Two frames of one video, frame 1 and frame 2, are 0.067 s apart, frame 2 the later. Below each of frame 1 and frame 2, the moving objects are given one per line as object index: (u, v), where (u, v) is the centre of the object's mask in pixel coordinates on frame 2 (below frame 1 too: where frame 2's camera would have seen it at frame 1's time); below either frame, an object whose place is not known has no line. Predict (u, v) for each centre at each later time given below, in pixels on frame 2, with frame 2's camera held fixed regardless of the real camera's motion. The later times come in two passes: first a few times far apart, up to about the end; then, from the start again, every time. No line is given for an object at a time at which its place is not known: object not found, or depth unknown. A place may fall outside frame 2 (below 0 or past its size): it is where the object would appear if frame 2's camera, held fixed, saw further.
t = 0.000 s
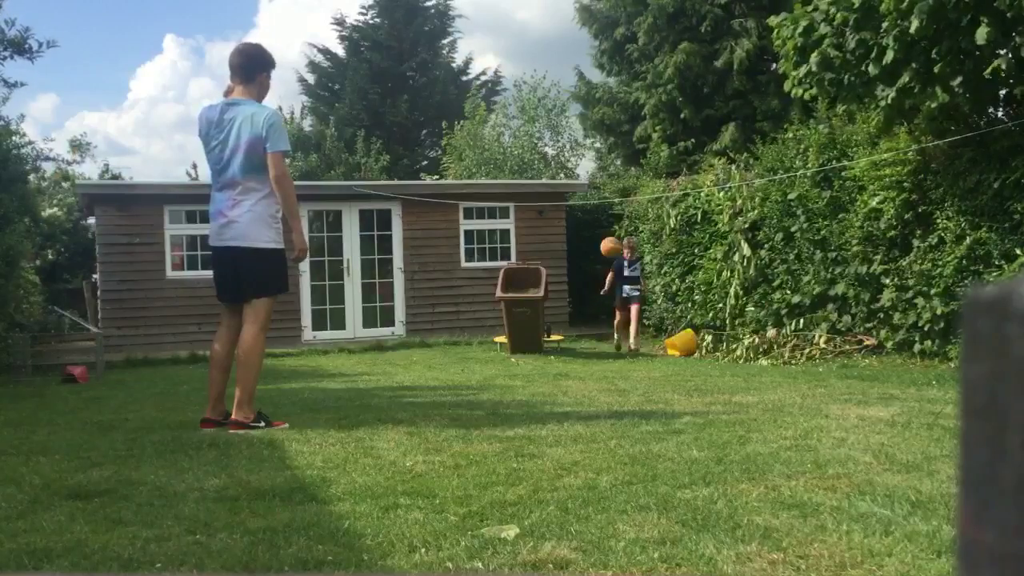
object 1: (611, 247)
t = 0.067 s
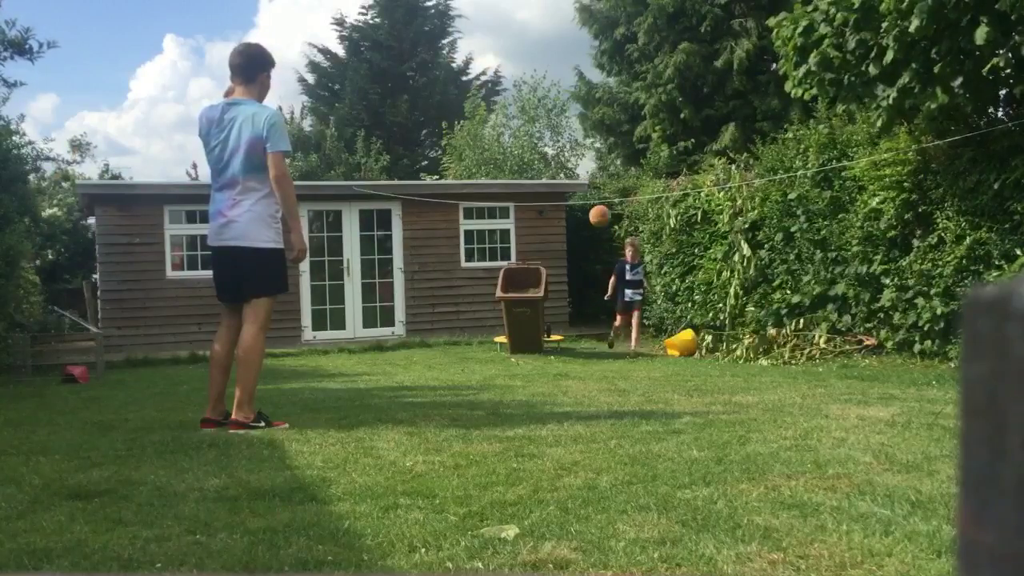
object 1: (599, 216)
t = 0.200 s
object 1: (576, 161)
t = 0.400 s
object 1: (534, 98)
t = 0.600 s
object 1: (482, 67)
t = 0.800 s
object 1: (415, 82)
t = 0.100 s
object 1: (592, 201)
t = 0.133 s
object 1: (588, 187)
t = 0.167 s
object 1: (582, 174)
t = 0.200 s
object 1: (576, 161)
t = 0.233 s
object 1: (569, 149)
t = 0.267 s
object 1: (563, 138)
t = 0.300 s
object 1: (556, 127)
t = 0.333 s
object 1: (549, 116)
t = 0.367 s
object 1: (541, 107)
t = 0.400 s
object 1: (534, 98)
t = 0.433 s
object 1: (525, 90)
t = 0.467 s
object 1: (518, 84)
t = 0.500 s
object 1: (510, 78)
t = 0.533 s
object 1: (500, 73)
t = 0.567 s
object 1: (491, 69)
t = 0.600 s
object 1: (482, 67)
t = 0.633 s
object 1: (472, 65)
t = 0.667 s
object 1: (461, 65)
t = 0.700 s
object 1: (451, 66)
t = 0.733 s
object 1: (439, 70)
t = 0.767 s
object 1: (428, 75)
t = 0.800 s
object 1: (415, 82)
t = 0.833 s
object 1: (402, 91)
